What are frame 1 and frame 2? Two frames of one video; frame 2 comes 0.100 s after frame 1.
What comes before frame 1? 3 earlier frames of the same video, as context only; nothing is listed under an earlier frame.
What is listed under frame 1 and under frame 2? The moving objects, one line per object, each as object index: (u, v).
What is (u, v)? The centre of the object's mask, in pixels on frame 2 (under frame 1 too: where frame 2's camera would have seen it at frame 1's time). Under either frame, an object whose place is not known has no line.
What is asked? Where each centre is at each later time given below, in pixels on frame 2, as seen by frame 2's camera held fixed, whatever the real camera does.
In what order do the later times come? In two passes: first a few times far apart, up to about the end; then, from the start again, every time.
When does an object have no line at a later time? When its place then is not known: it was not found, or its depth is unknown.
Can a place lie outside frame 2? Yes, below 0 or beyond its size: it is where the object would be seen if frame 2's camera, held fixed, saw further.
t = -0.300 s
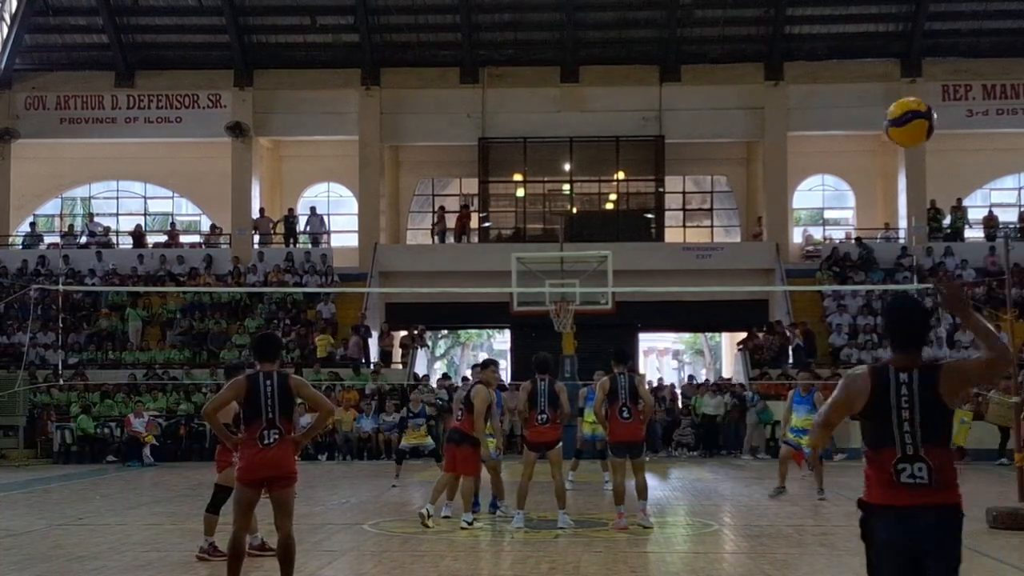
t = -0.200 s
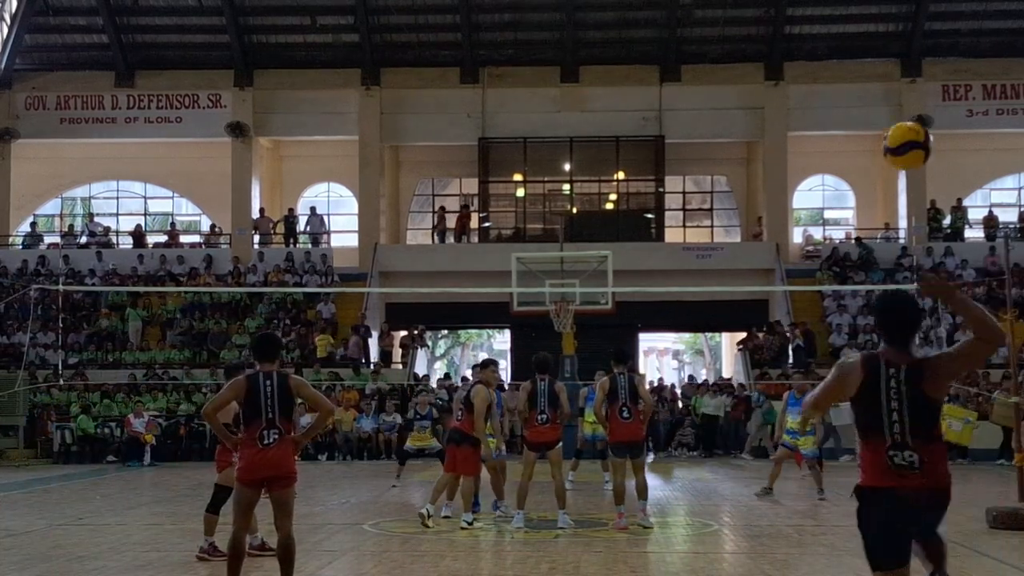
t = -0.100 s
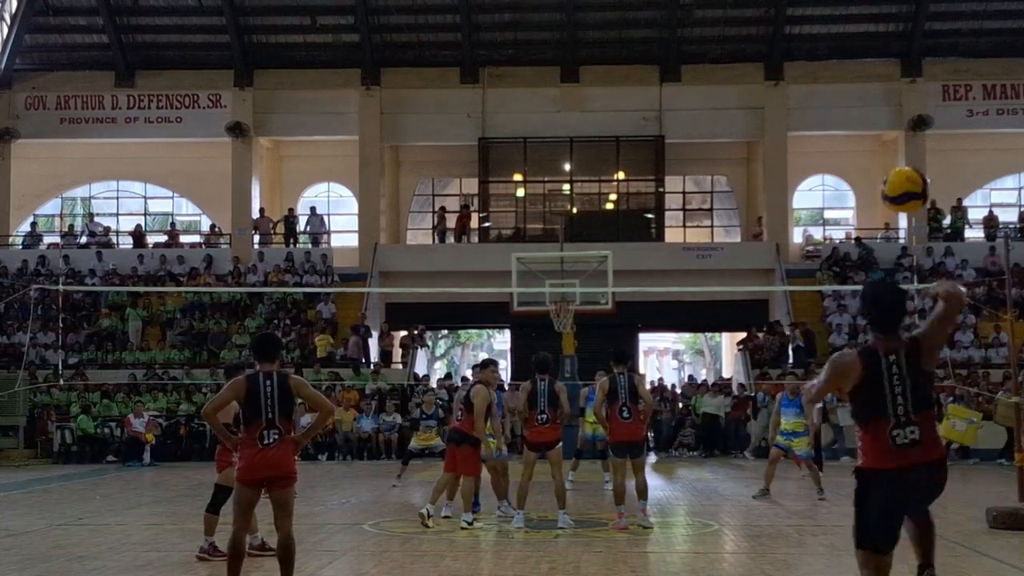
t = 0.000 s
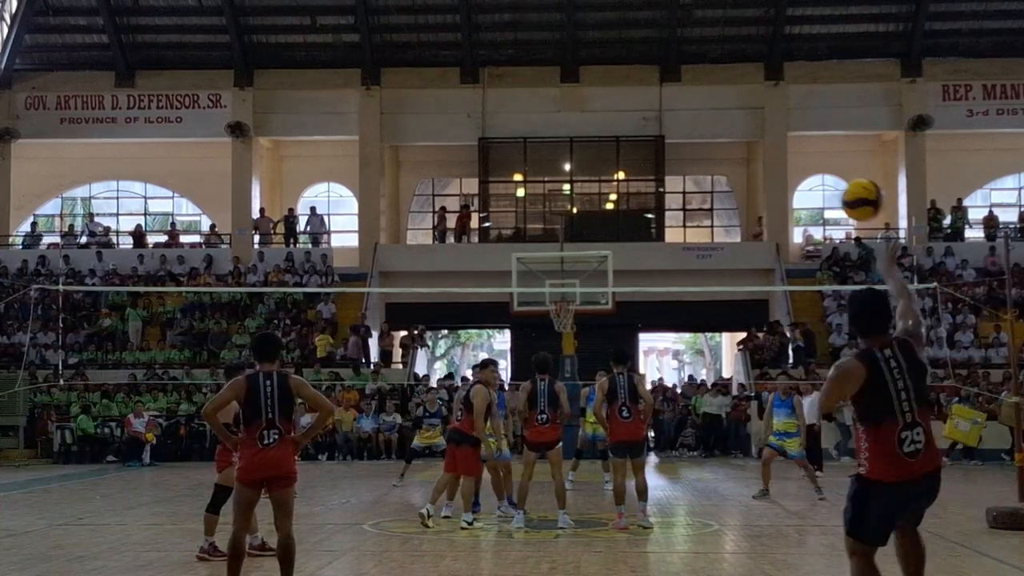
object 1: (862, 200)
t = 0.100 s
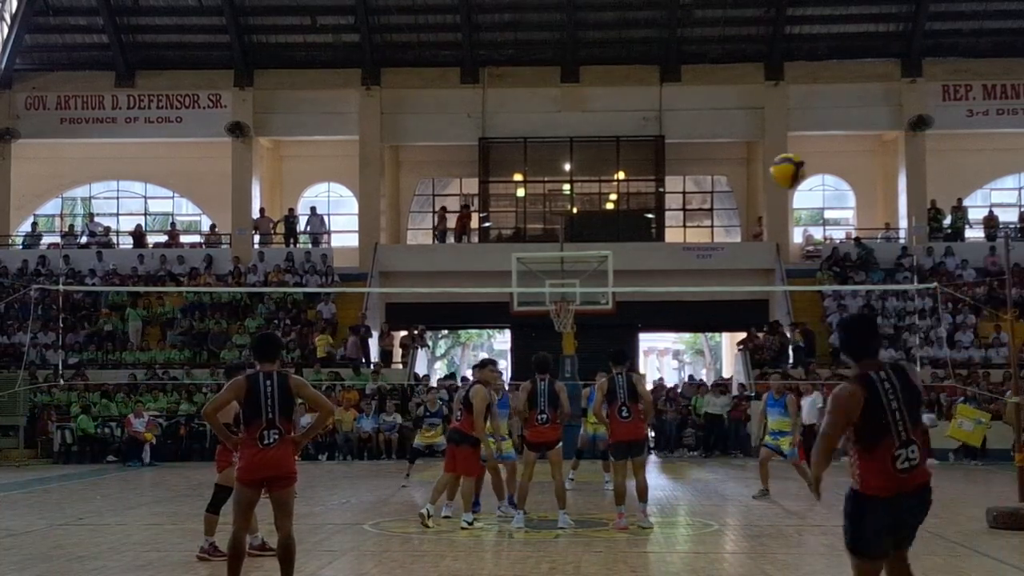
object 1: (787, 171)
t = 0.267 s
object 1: (704, 165)
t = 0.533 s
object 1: (625, 220)
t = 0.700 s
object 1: (592, 275)
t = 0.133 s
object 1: (768, 166)
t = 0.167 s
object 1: (751, 163)
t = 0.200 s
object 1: (734, 163)
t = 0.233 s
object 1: (718, 163)
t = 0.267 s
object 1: (704, 165)
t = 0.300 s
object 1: (691, 168)
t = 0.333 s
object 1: (680, 173)
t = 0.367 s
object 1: (669, 179)
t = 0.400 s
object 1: (659, 185)
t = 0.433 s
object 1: (650, 192)
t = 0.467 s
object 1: (642, 201)
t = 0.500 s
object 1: (633, 211)
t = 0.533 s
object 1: (625, 220)
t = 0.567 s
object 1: (618, 231)
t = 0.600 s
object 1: (611, 241)
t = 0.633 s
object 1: (605, 253)
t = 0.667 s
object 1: (598, 264)
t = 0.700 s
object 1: (592, 275)
